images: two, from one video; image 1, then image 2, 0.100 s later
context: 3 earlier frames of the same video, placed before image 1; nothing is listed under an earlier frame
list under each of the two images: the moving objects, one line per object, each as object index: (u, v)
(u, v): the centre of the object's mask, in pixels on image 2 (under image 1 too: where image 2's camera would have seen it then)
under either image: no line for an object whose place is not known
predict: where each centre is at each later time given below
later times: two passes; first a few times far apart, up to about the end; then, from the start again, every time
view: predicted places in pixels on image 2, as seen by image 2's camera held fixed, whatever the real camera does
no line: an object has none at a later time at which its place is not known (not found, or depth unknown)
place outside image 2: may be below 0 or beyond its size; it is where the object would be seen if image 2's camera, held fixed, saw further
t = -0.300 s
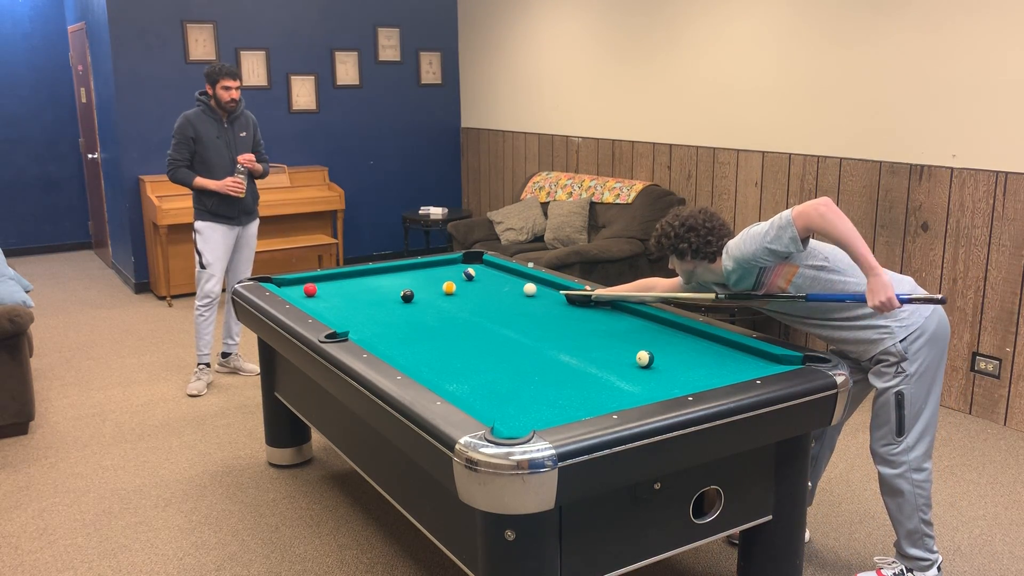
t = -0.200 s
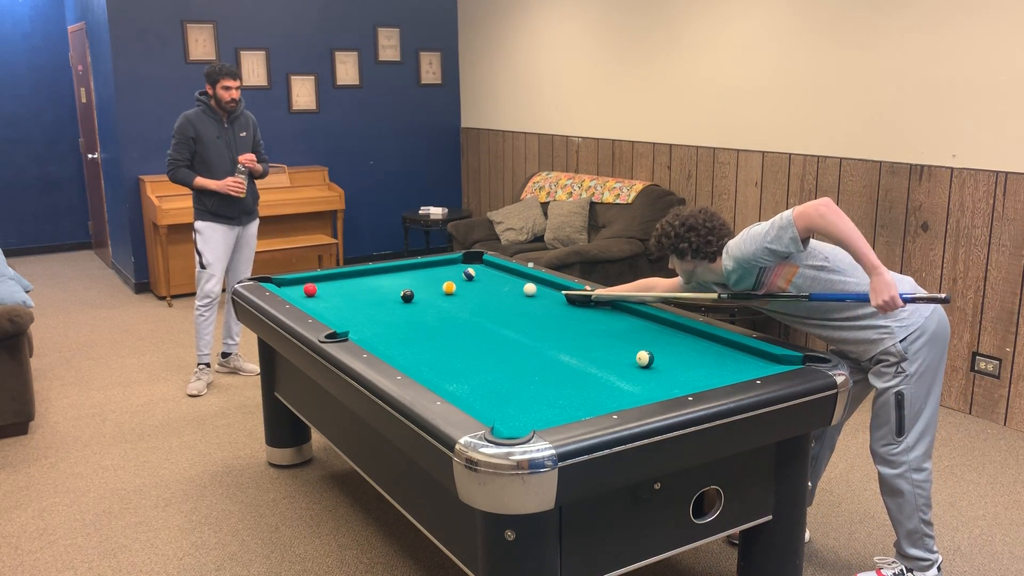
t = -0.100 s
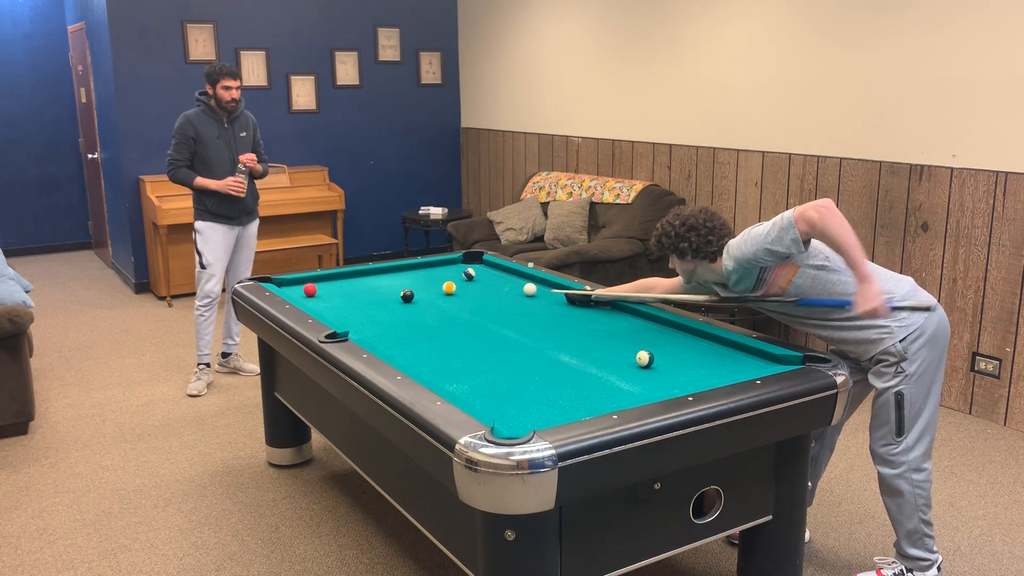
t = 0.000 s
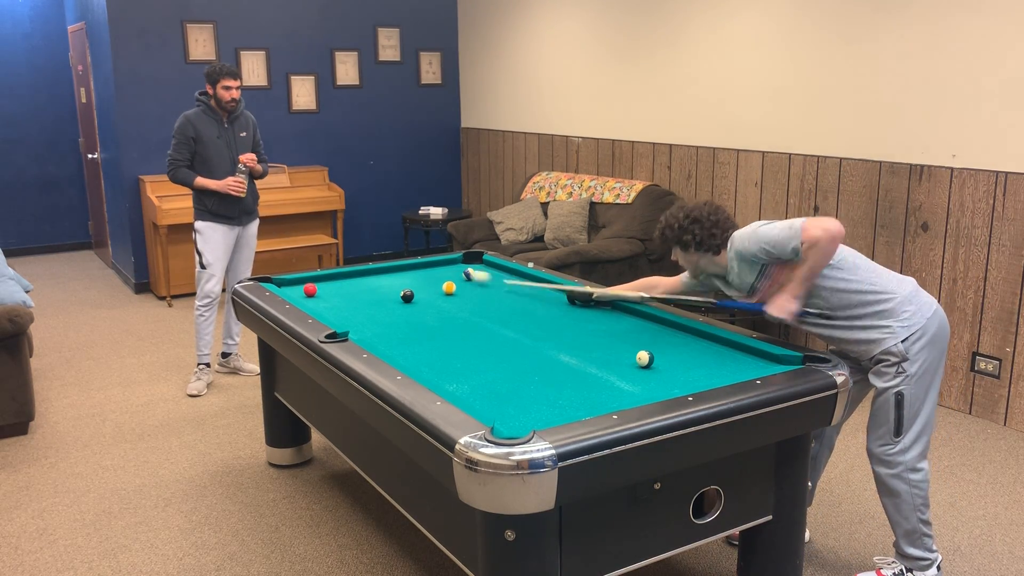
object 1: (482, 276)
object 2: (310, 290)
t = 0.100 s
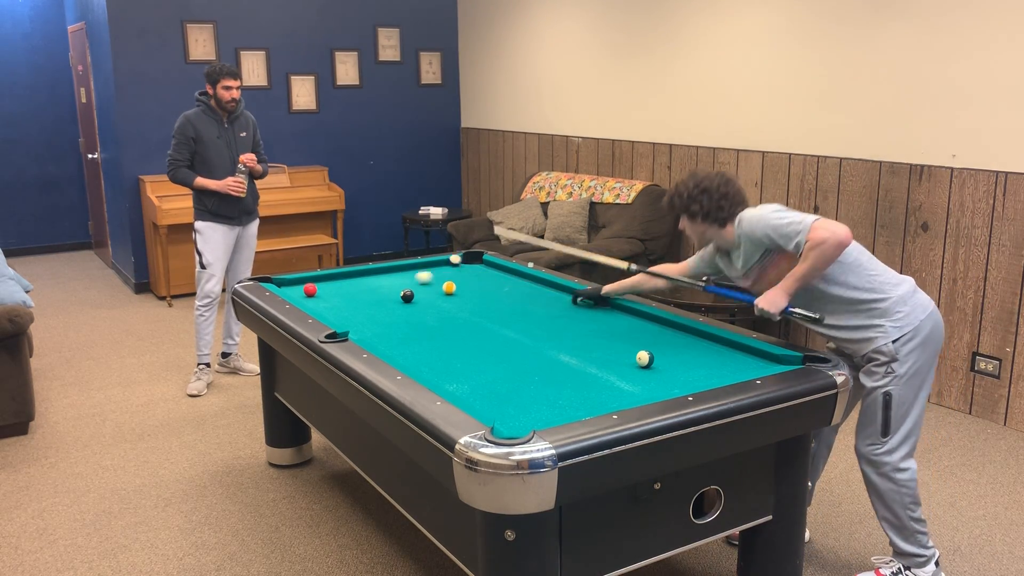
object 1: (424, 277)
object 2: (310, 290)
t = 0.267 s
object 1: (342, 278)
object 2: (310, 290)
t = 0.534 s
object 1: (298, 288)
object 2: (310, 290)
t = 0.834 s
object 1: (323, 286)
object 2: (349, 297)
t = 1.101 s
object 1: (343, 285)
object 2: (381, 302)
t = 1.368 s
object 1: (360, 283)
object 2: (414, 308)
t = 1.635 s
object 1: (375, 282)
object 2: (446, 314)
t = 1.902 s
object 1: (389, 281)
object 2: (478, 320)
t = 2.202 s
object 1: (403, 280)
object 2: (514, 326)
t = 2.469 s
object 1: (413, 279)
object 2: (545, 332)
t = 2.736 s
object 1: (422, 279)
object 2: (576, 337)
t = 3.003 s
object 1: (429, 278)
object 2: (607, 343)
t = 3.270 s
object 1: (434, 277)
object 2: (637, 347)
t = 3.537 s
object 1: (437, 277)
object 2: (667, 354)
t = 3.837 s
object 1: (438, 276)
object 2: (699, 360)
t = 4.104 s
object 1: (438, 276)
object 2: (726, 365)
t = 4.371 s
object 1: (438, 276)
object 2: (750, 367)
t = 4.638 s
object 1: (438, 276)
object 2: (752, 366)
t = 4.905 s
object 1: (438, 276)
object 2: (749, 364)
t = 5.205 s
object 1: (438, 276)
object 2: (746, 362)
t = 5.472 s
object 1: (438, 276)
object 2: (743, 360)
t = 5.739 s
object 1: (438, 276)
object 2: (742, 358)
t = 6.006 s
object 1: (438, 276)
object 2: (743, 358)
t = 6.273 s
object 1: (438, 276)
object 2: (743, 358)
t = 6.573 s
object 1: (438, 276)
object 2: (743, 358)
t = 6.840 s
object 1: (438, 276)
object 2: (743, 358)
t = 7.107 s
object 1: (438, 276)
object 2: (743, 358)
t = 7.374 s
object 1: (438, 276)
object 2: (743, 358)
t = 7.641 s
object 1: (438, 276)
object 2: (743, 358)
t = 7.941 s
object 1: (438, 276)
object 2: (743, 358)
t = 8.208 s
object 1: (438, 276)
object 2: (743, 358)
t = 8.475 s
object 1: (438, 276)
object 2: (743, 358)
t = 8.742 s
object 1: (438, 276)
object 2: (743, 358)
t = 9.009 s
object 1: (438, 276)
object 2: (743, 358)
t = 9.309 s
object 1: (438, 276)
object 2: (743, 358)
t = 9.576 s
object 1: (438, 276)
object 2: (743, 358)
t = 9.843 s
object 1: (438, 276)
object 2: (743, 358)
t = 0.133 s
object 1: (407, 278)
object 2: (310, 290)
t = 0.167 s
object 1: (390, 278)
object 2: (310, 290)
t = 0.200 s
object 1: (373, 278)
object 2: (310, 290)
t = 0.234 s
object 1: (357, 278)
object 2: (310, 290)
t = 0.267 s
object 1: (342, 278)
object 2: (310, 290)
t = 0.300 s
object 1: (326, 278)
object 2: (310, 290)
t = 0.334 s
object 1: (312, 278)
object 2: (310, 290)
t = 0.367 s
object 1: (305, 280)
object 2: (310, 290)
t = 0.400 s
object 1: (297, 283)
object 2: (310, 290)
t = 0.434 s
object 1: (289, 285)
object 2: (310, 290)
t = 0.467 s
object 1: (283, 286)
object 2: (310, 290)
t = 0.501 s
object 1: (290, 287)
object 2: (310, 290)
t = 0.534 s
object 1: (298, 288)
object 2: (310, 290)
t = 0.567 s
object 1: (302, 288)
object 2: (315, 291)
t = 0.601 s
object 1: (305, 288)
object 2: (320, 292)
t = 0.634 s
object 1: (308, 287)
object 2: (325, 292)
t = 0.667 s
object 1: (310, 287)
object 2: (329, 293)
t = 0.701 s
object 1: (313, 287)
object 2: (333, 294)
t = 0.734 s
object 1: (316, 287)
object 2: (337, 295)
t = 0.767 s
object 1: (318, 287)
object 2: (341, 295)
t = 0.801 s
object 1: (321, 286)
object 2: (345, 296)
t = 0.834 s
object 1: (323, 286)
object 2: (349, 297)
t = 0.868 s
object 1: (326, 286)
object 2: (354, 298)
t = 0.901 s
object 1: (328, 286)
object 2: (357, 298)
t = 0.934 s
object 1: (331, 286)
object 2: (361, 299)
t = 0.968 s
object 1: (333, 285)
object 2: (365, 300)
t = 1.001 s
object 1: (336, 285)
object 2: (370, 300)
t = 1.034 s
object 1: (338, 285)
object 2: (373, 301)
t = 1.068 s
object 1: (340, 285)
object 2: (378, 302)
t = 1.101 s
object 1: (343, 285)
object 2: (381, 302)
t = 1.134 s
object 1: (345, 285)
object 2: (386, 303)
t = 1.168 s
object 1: (347, 284)
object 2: (390, 304)
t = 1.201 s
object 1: (349, 284)
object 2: (394, 304)
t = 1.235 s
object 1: (351, 284)
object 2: (398, 305)
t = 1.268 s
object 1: (353, 284)
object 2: (402, 306)
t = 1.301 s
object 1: (356, 284)
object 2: (406, 306)
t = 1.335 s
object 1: (358, 284)
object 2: (410, 307)
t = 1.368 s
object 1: (360, 283)
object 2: (414, 308)
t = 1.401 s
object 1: (362, 283)
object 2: (418, 309)
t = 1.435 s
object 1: (364, 283)
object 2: (422, 310)
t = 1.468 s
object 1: (366, 283)
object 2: (426, 310)
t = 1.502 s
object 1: (368, 283)
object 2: (430, 311)
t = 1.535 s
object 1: (370, 283)
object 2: (434, 311)
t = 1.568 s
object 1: (372, 283)
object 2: (438, 312)
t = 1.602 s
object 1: (374, 283)
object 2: (442, 314)
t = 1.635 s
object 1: (375, 282)
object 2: (446, 314)
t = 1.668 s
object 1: (377, 282)
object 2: (450, 315)
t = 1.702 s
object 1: (379, 282)
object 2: (454, 315)
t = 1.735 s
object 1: (381, 282)
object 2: (458, 316)
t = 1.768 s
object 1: (383, 282)
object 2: (462, 317)
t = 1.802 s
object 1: (384, 282)
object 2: (466, 317)
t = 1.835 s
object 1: (386, 282)
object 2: (470, 318)
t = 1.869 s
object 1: (388, 281)
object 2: (474, 319)
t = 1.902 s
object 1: (389, 281)
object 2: (478, 320)
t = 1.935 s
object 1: (391, 281)
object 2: (482, 320)
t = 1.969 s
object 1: (392, 281)
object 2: (486, 321)
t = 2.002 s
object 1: (394, 281)
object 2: (490, 322)
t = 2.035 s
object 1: (395, 281)
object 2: (494, 323)
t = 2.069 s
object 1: (397, 281)
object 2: (498, 323)
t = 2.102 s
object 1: (398, 281)
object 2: (502, 324)
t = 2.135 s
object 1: (400, 280)
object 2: (506, 325)
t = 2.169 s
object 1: (401, 280)
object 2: (510, 325)
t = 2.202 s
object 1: (403, 280)
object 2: (514, 326)
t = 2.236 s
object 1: (404, 280)
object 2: (518, 327)
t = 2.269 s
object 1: (405, 280)
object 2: (521, 328)
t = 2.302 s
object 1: (407, 280)
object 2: (525, 328)
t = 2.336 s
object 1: (408, 280)
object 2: (529, 329)
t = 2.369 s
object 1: (409, 280)
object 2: (533, 330)
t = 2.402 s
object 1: (411, 280)
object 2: (537, 331)
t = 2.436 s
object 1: (412, 279)
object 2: (541, 331)
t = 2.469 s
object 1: (413, 279)
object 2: (545, 332)
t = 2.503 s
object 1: (414, 279)
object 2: (549, 333)
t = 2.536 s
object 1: (415, 279)
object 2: (553, 333)
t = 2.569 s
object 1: (417, 279)
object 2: (557, 334)
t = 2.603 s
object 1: (418, 279)
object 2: (561, 335)
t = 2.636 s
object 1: (419, 279)
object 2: (565, 336)
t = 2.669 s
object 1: (420, 279)
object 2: (569, 336)
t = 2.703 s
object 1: (421, 279)
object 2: (573, 337)
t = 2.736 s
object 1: (422, 279)
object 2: (576, 337)
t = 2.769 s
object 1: (423, 279)
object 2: (580, 338)
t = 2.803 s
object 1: (424, 278)
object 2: (584, 339)
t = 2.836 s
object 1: (425, 278)
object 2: (588, 340)
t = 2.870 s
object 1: (425, 278)
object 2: (592, 340)
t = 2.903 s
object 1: (426, 278)
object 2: (596, 341)
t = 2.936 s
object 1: (427, 278)
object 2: (600, 342)
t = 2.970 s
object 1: (428, 278)
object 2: (603, 343)
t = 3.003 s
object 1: (429, 278)
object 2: (607, 343)
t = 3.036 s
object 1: (429, 278)
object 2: (611, 344)
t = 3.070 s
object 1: (430, 278)
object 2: (615, 345)
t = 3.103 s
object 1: (431, 278)
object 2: (619, 345)
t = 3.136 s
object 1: (431, 278)
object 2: (622, 346)
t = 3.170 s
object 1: (432, 278)
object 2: (626, 347)
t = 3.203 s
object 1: (433, 278)
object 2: (630, 347)
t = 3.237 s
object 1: (433, 277)
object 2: (633, 347)
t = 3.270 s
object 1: (434, 277)
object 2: (637, 347)
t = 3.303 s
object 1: (434, 277)
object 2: (641, 347)
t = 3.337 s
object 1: (434, 277)
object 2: (645, 347)
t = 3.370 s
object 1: (435, 277)
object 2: (650, 348)
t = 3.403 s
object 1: (435, 277)
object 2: (654, 350)
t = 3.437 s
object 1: (436, 277)
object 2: (657, 351)
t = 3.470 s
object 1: (436, 277)
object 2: (660, 353)
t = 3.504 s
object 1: (436, 277)
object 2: (663, 353)
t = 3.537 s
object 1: (437, 277)
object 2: (667, 354)
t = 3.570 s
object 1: (437, 277)
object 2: (670, 355)
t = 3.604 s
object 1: (437, 277)
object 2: (674, 355)
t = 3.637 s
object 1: (437, 277)
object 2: (678, 356)
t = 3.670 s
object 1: (438, 277)
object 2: (681, 357)
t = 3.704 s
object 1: (438, 277)
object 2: (685, 358)
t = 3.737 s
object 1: (438, 276)
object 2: (688, 358)
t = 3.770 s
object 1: (438, 276)
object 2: (692, 359)
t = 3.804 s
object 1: (438, 276)
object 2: (695, 359)
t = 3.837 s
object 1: (438, 276)
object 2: (699, 360)
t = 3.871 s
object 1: (438, 276)
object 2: (702, 361)
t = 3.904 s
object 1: (438, 276)
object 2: (706, 361)
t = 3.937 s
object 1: (438, 276)
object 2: (709, 362)
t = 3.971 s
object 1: (438, 276)
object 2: (712, 363)
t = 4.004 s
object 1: (438, 276)
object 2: (716, 363)
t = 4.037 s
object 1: (438, 276)
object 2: (719, 364)
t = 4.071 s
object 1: (438, 276)
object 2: (722, 364)
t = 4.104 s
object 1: (438, 276)
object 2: (726, 365)
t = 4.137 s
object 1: (438, 276)
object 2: (728, 366)
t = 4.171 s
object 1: (438, 276)
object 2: (732, 366)
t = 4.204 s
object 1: (438, 276)
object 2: (735, 367)
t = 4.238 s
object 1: (438, 276)
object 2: (738, 367)
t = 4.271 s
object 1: (438, 276)
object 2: (741, 367)
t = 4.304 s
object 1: (438, 276)
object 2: (745, 367)
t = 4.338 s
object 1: (438, 276)
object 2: (747, 367)
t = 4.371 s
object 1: (438, 276)
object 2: (750, 367)
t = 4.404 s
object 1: (438, 276)
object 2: (753, 367)
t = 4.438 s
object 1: (438, 276)
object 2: (756, 367)
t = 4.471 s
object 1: (438, 276)
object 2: (755, 367)
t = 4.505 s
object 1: (438, 276)
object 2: (755, 367)
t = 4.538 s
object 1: (438, 276)
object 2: (754, 366)
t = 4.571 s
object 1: (438, 276)
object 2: (754, 366)
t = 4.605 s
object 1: (438, 276)
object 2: (753, 366)
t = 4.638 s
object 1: (438, 276)
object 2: (752, 366)
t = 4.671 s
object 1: (438, 276)
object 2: (752, 365)
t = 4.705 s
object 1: (438, 276)
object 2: (752, 365)
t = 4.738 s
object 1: (438, 276)
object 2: (751, 365)
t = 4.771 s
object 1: (438, 276)
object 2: (751, 365)
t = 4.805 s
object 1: (438, 276)
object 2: (750, 364)
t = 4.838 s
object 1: (438, 276)
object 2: (750, 364)
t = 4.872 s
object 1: (438, 276)
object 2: (750, 364)
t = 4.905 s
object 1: (438, 276)
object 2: (749, 364)
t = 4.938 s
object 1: (438, 276)
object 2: (749, 364)
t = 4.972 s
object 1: (438, 276)
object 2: (749, 363)
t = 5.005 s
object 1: (438, 276)
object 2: (748, 363)
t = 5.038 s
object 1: (438, 276)
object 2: (748, 363)
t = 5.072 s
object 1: (438, 276)
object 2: (748, 363)
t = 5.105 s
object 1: (438, 276)
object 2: (747, 362)
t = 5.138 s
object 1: (438, 276)
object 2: (747, 362)
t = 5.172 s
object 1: (438, 276)
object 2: (747, 362)
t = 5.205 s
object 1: (438, 276)
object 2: (746, 362)
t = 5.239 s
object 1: (438, 276)
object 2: (746, 361)
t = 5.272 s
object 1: (438, 276)
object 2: (745, 361)
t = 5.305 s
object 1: (438, 276)
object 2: (745, 361)
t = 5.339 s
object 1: (438, 276)
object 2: (745, 360)
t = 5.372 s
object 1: (438, 276)
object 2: (744, 360)
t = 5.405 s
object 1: (438, 276)
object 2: (744, 360)
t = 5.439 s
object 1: (438, 276)
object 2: (744, 360)
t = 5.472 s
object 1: (438, 276)
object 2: (743, 360)
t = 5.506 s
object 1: (438, 276)
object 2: (743, 359)
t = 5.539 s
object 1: (438, 276)
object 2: (743, 359)
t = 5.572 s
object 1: (438, 276)
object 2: (743, 359)
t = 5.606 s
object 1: (438, 276)
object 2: (742, 359)
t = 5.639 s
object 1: (438, 276)
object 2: (742, 359)
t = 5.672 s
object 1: (438, 276)
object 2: (742, 359)
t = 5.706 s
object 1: (438, 276)
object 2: (742, 358)
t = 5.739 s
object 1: (438, 276)
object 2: (742, 358)
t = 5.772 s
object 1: (438, 276)
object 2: (742, 358)
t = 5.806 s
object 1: (438, 276)
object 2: (742, 358)
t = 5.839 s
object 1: (438, 276)
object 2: (742, 358)
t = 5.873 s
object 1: (438, 276)
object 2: (742, 358)
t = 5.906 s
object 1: (438, 276)
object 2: (742, 358)
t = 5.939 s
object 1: (438, 276)
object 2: (742, 358)
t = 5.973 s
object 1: (438, 276)
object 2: (742, 358)
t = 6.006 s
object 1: (438, 276)
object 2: (743, 358)
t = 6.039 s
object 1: (438, 276)
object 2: (743, 358)
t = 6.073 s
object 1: (438, 276)
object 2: (743, 358)
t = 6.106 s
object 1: (438, 276)
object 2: (743, 358)
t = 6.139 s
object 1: (438, 276)
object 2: (743, 358)
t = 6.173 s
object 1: (438, 276)
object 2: (743, 358)
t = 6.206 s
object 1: (438, 276)
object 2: (743, 358)
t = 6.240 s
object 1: (438, 276)
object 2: (743, 358)
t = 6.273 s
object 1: (438, 276)
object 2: (743, 358)
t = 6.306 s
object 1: (438, 276)
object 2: (743, 358)
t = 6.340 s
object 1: (438, 276)
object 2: (743, 358)
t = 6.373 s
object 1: (438, 276)
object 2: (743, 358)
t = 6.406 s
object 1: (438, 276)
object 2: (743, 358)
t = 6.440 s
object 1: (438, 276)
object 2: (743, 358)
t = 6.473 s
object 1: (438, 276)
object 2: (743, 358)
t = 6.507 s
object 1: (438, 276)
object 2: (743, 358)
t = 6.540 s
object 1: (438, 276)
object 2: (743, 358)
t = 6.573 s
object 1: (438, 276)
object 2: (743, 358)
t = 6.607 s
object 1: (438, 276)
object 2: (743, 358)
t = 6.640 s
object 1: (438, 276)
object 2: (743, 358)
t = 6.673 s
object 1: (438, 276)
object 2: (743, 358)
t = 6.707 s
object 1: (438, 276)
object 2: (743, 358)
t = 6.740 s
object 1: (438, 276)
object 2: (743, 358)
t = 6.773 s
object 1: (438, 276)
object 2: (743, 358)
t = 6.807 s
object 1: (438, 276)
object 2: (743, 358)
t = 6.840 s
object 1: (438, 276)
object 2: (743, 358)
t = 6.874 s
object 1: (438, 276)
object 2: (743, 358)
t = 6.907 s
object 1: (438, 276)
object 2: (743, 358)
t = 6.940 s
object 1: (438, 276)
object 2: (743, 358)
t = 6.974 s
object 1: (438, 276)
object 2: (743, 358)
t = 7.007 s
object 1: (438, 276)
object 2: (743, 358)
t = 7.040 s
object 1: (438, 276)
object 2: (743, 358)
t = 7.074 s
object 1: (438, 276)
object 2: (743, 358)
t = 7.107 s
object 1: (438, 276)
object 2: (743, 358)
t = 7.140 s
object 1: (438, 276)
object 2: (743, 358)
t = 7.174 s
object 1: (438, 276)
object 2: (743, 358)
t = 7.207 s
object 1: (438, 276)
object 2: (743, 358)
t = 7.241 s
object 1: (438, 276)
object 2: (743, 358)
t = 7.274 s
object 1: (438, 276)
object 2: (743, 358)
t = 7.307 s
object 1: (438, 276)
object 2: (743, 358)
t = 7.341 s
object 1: (438, 276)
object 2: (743, 358)
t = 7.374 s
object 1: (438, 276)
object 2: (743, 358)
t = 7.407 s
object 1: (438, 276)
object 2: (743, 358)
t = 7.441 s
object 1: (438, 276)
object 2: (743, 358)
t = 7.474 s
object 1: (438, 276)
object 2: (743, 358)
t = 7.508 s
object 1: (438, 276)
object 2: (743, 358)
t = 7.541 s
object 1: (438, 276)
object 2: (743, 358)
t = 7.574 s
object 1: (438, 276)
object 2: (743, 358)
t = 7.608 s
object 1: (438, 276)
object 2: (743, 358)
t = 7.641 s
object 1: (438, 276)
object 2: (743, 358)
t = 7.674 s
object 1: (438, 276)
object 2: (743, 358)
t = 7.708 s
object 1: (438, 276)
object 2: (743, 358)
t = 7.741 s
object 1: (438, 276)
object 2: (743, 358)
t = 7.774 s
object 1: (438, 276)
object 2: (743, 358)
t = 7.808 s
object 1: (438, 276)
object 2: (743, 358)
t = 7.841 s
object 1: (438, 276)
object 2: (743, 358)
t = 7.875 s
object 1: (438, 276)
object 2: (743, 358)
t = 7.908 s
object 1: (438, 276)
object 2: (743, 358)
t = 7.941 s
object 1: (438, 276)
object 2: (743, 358)
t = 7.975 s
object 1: (438, 276)
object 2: (743, 358)
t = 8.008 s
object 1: (438, 276)
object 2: (743, 358)
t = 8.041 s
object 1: (438, 276)
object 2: (743, 358)
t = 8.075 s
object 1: (438, 276)
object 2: (743, 358)
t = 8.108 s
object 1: (438, 276)
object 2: (743, 358)
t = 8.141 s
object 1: (438, 276)
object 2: (743, 358)
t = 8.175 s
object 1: (438, 276)
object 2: (743, 358)
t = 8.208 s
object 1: (438, 276)
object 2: (743, 358)
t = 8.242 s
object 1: (438, 276)
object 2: (743, 358)
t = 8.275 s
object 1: (438, 276)
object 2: (743, 358)
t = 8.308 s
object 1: (438, 276)
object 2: (743, 358)
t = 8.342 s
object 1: (438, 276)
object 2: (743, 358)
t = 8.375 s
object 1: (438, 276)
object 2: (743, 358)
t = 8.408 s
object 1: (438, 276)
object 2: (743, 358)
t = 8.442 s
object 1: (438, 276)
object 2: (743, 358)
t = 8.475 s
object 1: (438, 276)
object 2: (743, 358)
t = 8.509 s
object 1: (438, 276)
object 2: (743, 358)
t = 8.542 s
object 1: (438, 276)
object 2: (743, 358)
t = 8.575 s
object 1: (438, 276)
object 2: (743, 358)
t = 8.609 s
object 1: (438, 276)
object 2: (743, 358)
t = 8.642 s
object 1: (438, 276)
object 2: (743, 358)
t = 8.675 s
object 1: (438, 276)
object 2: (743, 358)
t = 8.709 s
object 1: (438, 276)
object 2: (743, 358)
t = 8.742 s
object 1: (438, 276)
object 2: (743, 358)
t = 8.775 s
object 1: (438, 276)
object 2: (743, 358)
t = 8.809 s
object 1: (438, 276)
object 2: (743, 358)
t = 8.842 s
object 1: (438, 276)
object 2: (743, 358)
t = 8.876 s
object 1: (438, 276)
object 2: (743, 358)
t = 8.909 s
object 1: (438, 276)
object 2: (743, 358)
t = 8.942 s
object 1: (438, 276)
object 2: (743, 358)
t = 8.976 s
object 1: (438, 276)
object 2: (743, 358)
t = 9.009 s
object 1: (438, 276)
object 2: (743, 358)
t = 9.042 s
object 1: (438, 276)
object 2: (743, 358)
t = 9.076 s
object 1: (438, 276)
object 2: (743, 358)
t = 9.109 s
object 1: (438, 276)
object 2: (743, 358)
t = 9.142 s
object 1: (438, 276)
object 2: (743, 358)
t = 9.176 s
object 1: (438, 276)
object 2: (743, 358)
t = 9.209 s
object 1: (438, 276)
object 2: (743, 358)
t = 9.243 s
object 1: (438, 276)
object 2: (743, 358)
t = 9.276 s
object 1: (438, 276)
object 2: (743, 358)
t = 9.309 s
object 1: (438, 276)
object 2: (743, 358)
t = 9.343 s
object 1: (438, 276)
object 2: (743, 358)
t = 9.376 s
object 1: (438, 276)
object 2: (743, 358)
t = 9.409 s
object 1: (438, 276)
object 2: (743, 358)
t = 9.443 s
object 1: (438, 276)
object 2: (743, 358)
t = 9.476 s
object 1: (438, 276)
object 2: (743, 358)
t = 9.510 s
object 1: (438, 276)
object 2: (743, 358)
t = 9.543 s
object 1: (438, 276)
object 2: (743, 358)
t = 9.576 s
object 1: (438, 276)
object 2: (743, 358)
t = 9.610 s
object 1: (438, 276)
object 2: (743, 358)
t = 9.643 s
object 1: (438, 276)
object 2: (743, 358)
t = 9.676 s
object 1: (438, 276)
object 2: (743, 358)
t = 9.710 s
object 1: (438, 276)
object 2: (743, 358)
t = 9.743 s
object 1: (438, 276)
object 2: (743, 358)
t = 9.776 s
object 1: (438, 276)
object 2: (743, 358)
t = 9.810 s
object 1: (438, 276)
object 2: (743, 358)
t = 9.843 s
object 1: (438, 276)
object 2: (743, 358)
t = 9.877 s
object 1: (438, 276)
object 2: (743, 358)
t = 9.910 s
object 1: (438, 276)
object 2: (743, 358)
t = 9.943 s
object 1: (438, 276)
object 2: (743, 358)
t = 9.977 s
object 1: (438, 276)
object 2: (743, 358)
